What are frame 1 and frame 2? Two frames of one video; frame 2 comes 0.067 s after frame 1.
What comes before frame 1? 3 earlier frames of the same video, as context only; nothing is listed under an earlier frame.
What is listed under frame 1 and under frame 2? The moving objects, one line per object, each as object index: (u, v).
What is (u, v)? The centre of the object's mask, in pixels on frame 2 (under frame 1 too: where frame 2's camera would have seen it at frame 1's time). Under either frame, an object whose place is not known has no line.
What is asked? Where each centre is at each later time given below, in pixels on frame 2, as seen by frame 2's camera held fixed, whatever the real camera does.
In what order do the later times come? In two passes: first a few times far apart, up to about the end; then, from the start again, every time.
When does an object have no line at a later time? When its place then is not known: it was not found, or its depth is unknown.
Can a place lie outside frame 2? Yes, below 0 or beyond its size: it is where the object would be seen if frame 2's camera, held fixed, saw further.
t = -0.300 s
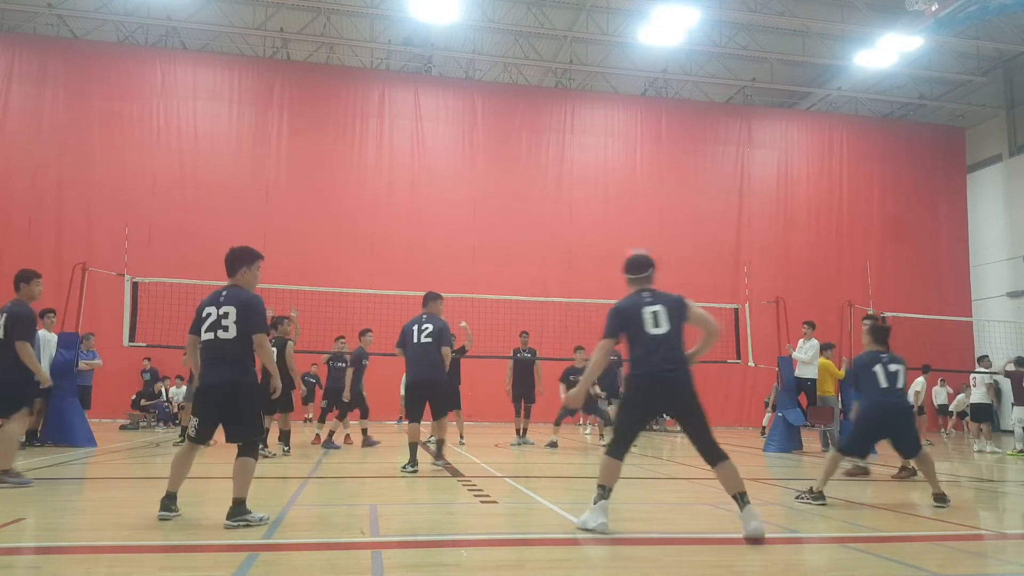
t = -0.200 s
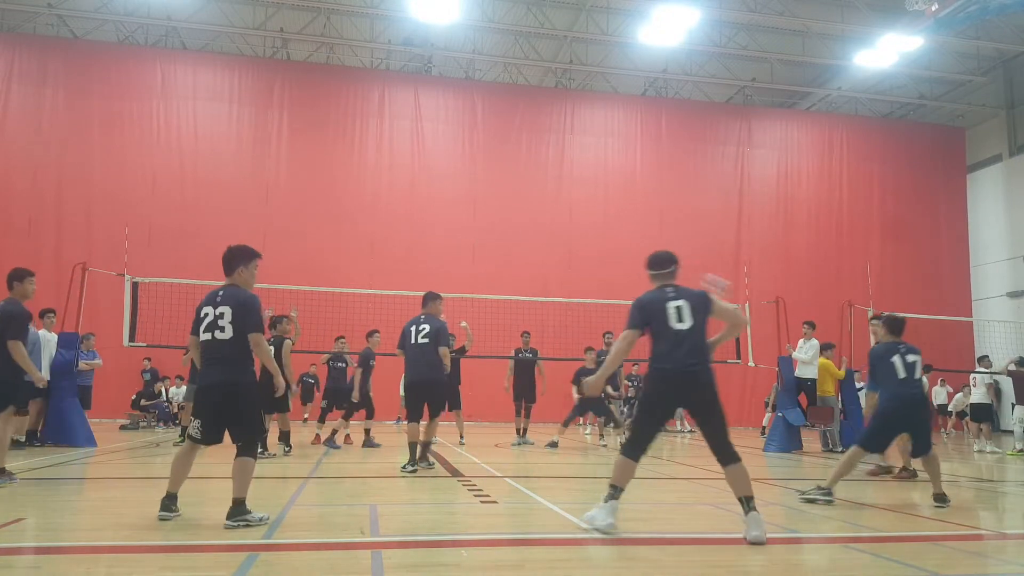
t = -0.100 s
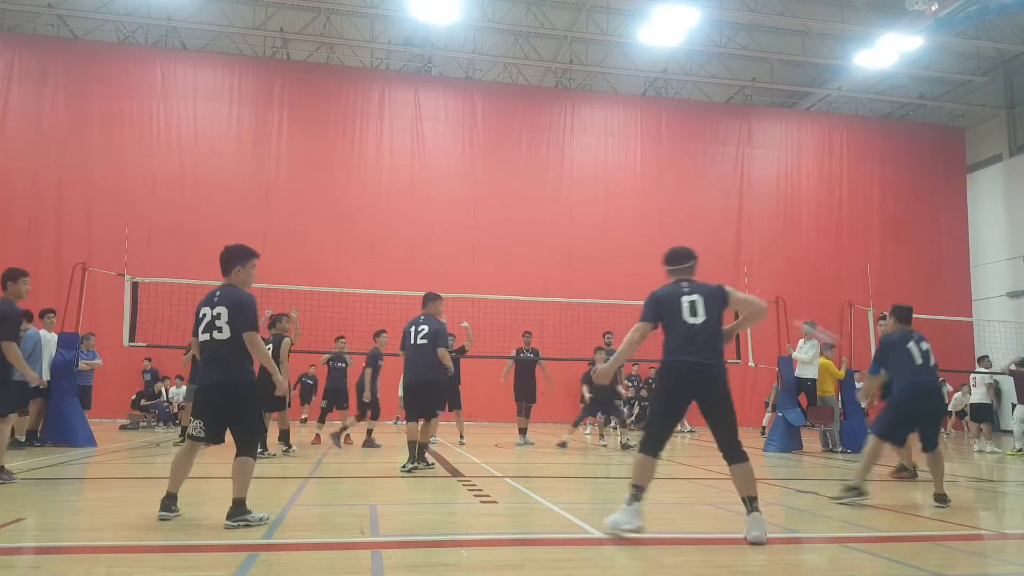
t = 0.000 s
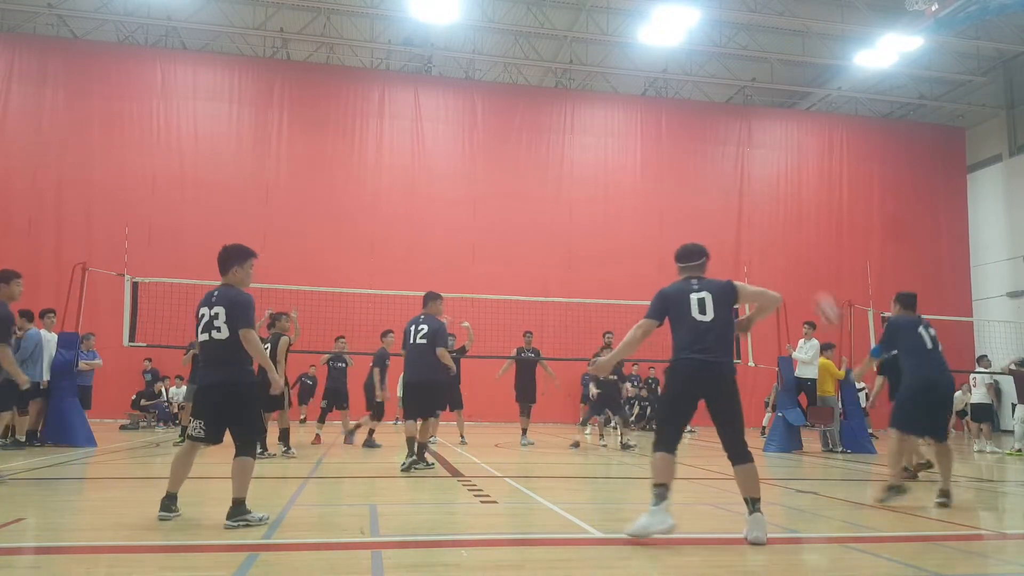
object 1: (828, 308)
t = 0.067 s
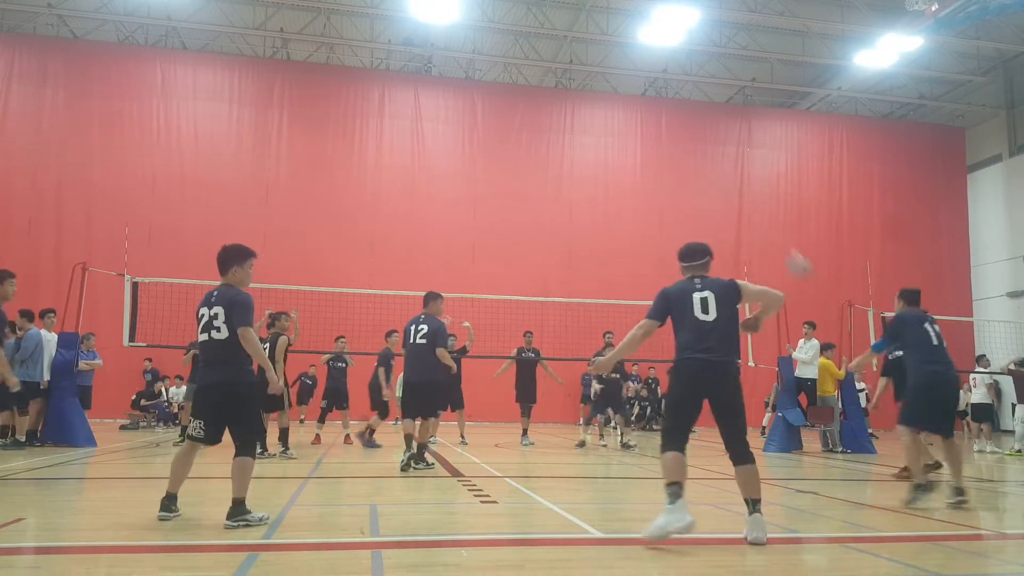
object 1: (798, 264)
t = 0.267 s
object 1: (724, 174)
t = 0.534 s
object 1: (652, 132)
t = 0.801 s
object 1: (599, 145)
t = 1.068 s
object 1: (559, 195)
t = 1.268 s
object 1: (534, 252)
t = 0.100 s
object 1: (783, 244)
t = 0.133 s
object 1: (770, 227)
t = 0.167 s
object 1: (757, 211)
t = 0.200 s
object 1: (746, 197)
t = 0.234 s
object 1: (735, 185)
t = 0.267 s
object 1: (724, 174)
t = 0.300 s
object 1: (712, 164)
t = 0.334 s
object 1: (704, 156)
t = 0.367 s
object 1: (694, 150)
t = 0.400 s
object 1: (685, 144)
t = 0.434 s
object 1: (676, 139)
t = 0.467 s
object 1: (668, 136)
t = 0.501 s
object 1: (660, 134)
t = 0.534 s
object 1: (652, 132)
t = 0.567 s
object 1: (645, 131)
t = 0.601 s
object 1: (638, 131)
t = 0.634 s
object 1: (631, 131)
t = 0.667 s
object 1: (624, 133)
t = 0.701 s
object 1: (618, 134)
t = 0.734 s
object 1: (612, 137)
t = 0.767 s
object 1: (606, 141)
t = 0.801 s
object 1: (599, 145)
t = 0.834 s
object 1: (594, 149)
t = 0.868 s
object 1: (589, 154)
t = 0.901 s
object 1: (584, 160)
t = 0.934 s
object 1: (579, 165)
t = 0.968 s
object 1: (574, 172)
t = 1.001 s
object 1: (569, 179)
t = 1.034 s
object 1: (565, 186)
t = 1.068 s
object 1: (559, 195)
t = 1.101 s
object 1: (555, 203)
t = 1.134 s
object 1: (551, 212)
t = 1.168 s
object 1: (547, 222)
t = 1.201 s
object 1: (542, 231)
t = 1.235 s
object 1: (538, 241)
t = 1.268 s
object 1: (534, 252)
